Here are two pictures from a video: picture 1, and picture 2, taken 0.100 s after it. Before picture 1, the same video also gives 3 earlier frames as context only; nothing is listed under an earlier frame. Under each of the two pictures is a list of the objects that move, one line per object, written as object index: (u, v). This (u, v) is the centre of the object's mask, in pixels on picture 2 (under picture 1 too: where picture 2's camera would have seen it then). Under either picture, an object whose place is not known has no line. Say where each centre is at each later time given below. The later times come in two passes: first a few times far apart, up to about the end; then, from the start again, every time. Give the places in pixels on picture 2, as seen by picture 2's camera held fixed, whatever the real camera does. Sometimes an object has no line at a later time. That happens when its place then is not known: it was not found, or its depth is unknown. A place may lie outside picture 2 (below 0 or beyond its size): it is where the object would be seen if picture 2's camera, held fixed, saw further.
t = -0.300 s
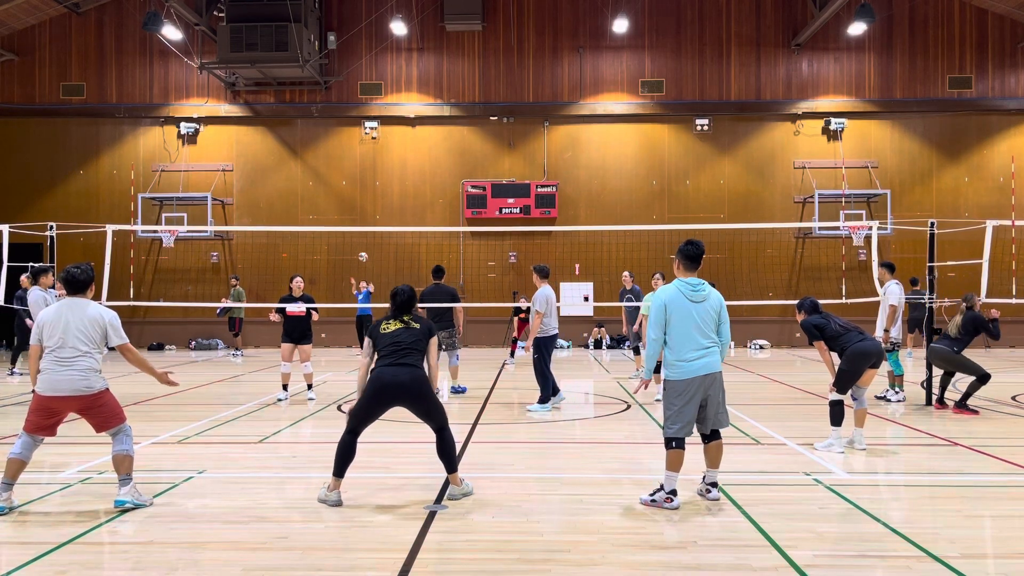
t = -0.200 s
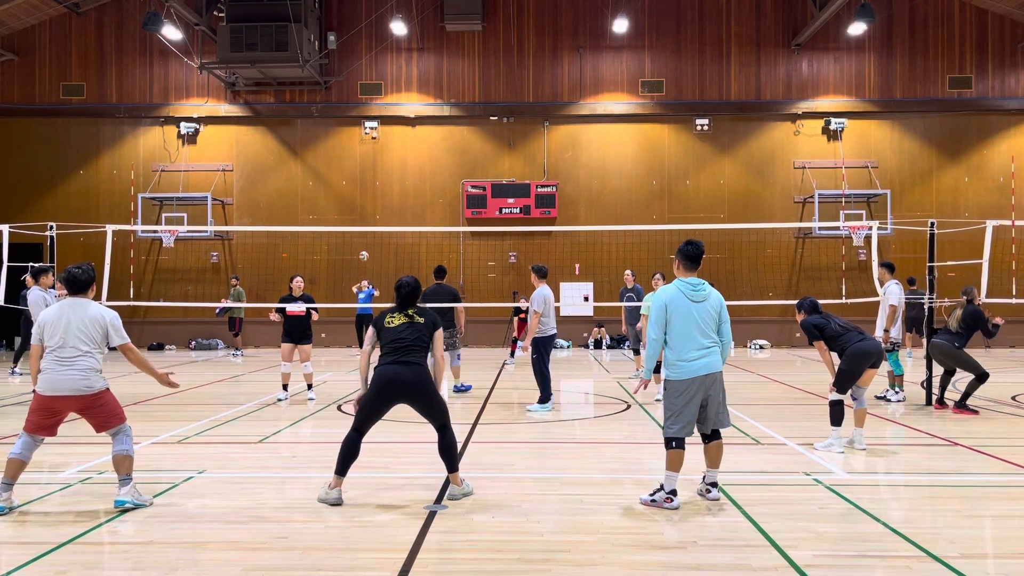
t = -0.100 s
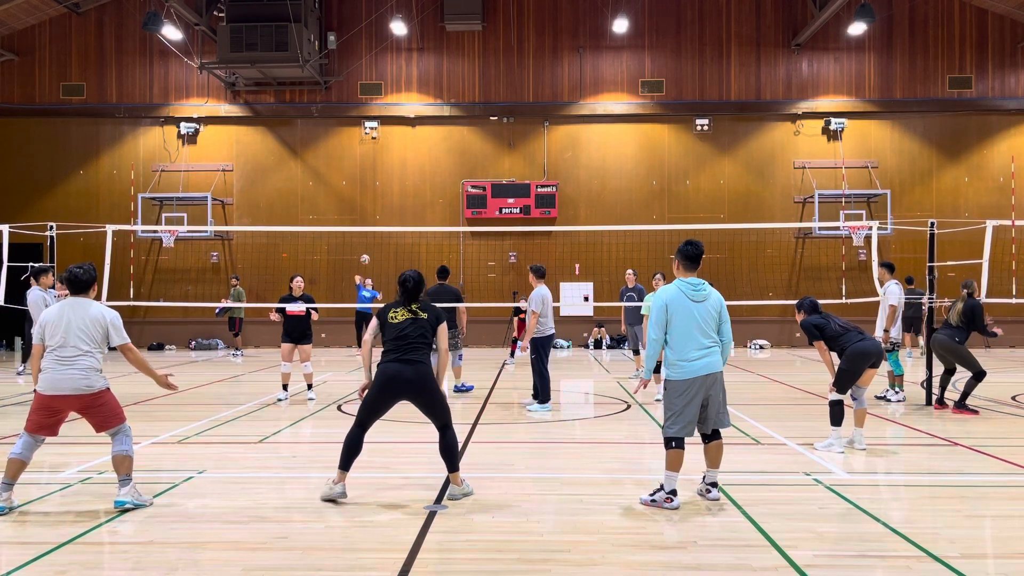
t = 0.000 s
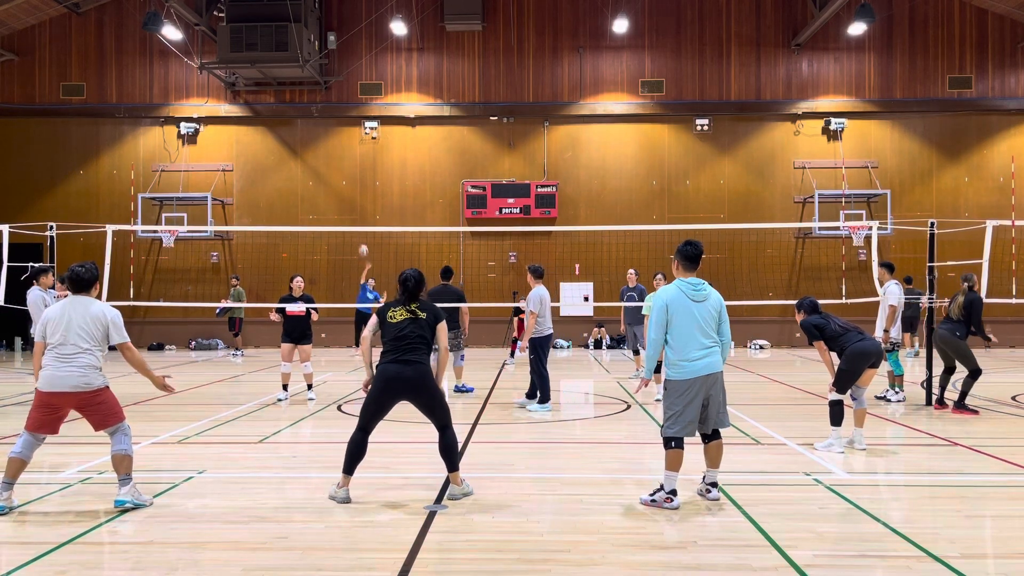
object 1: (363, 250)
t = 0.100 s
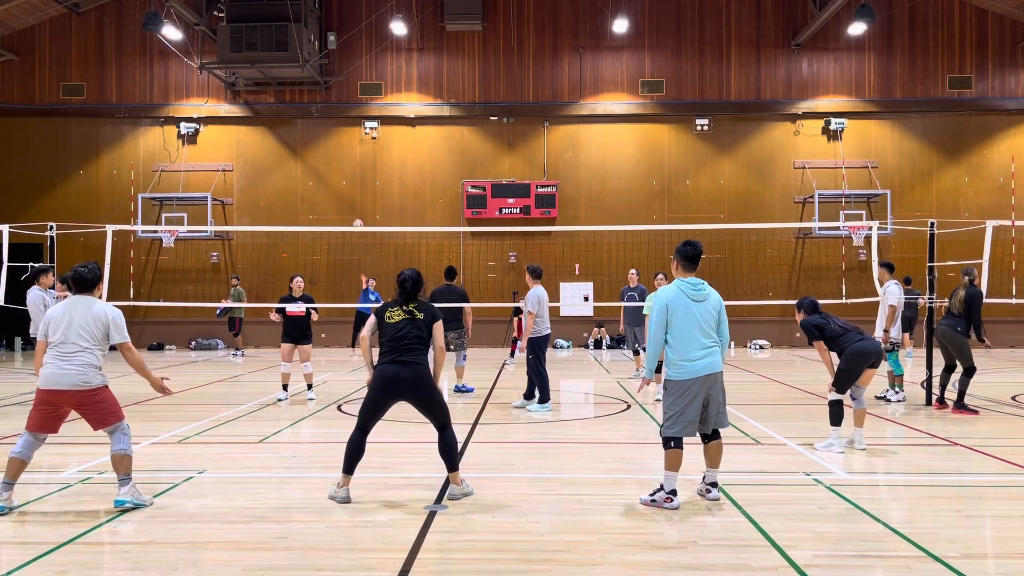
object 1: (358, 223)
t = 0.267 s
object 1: (347, 187)
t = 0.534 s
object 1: (326, 149)
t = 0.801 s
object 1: (293, 151)
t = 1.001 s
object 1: (249, 200)
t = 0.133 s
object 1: (356, 217)
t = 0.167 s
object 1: (354, 209)
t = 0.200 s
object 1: (351, 201)
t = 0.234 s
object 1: (349, 194)
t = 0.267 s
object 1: (347, 187)
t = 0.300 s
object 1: (344, 181)
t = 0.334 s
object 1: (342, 175)
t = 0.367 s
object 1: (339, 169)
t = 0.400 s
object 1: (337, 164)
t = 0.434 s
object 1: (334, 159)
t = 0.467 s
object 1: (331, 155)
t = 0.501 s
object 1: (329, 152)
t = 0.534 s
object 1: (326, 149)
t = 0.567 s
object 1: (322, 147)
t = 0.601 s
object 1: (319, 145)
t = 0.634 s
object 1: (315, 145)
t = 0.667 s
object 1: (312, 144)
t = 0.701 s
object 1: (308, 145)
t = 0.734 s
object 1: (303, 146)
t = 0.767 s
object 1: (299, 148)
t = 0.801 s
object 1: (293, 151)
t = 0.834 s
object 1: (287, 156)
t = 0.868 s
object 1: (281, 162)
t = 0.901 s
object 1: (274, 169)
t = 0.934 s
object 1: (266, 178)
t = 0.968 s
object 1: (258, 188)
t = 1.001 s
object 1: (249, 200)
